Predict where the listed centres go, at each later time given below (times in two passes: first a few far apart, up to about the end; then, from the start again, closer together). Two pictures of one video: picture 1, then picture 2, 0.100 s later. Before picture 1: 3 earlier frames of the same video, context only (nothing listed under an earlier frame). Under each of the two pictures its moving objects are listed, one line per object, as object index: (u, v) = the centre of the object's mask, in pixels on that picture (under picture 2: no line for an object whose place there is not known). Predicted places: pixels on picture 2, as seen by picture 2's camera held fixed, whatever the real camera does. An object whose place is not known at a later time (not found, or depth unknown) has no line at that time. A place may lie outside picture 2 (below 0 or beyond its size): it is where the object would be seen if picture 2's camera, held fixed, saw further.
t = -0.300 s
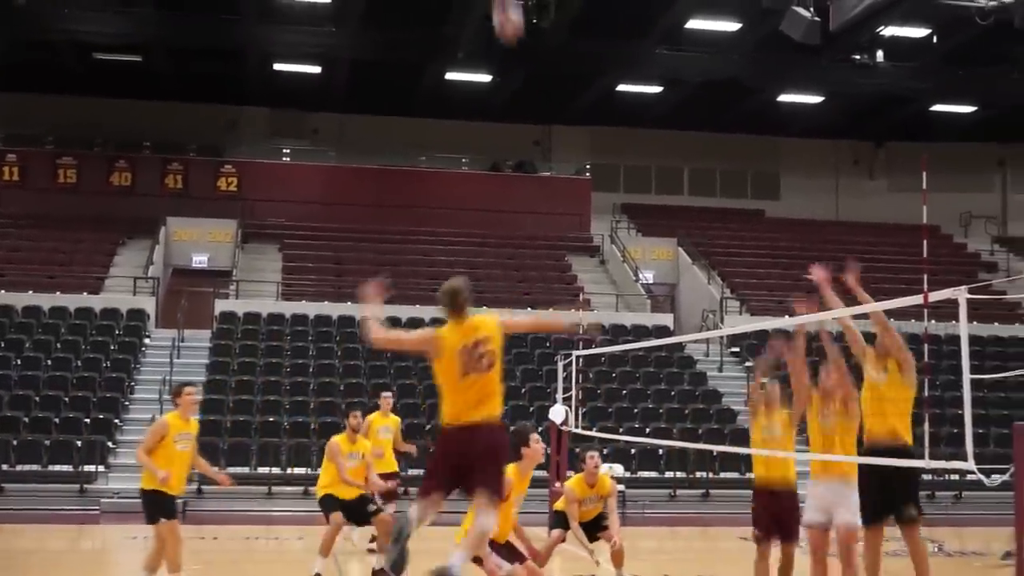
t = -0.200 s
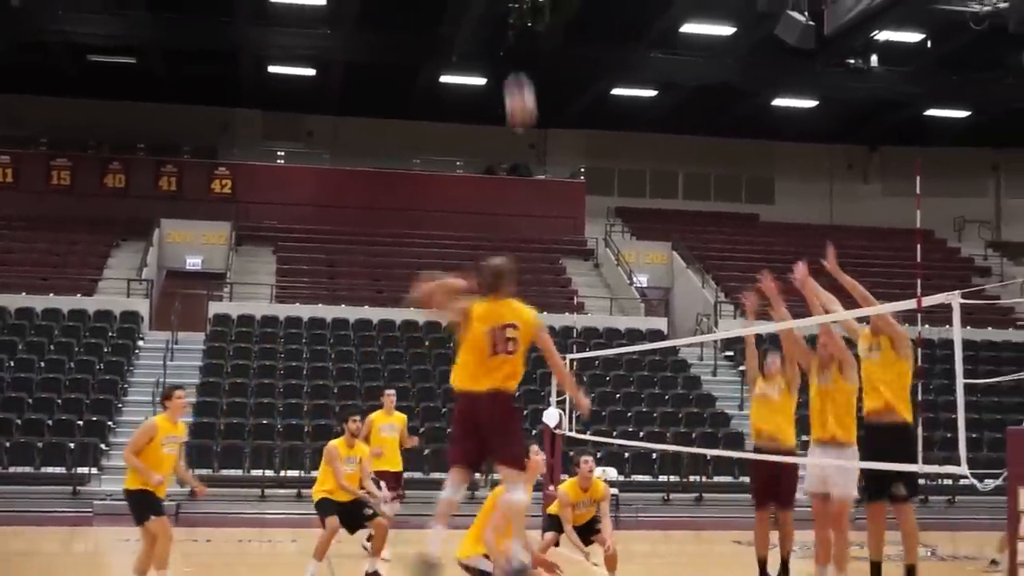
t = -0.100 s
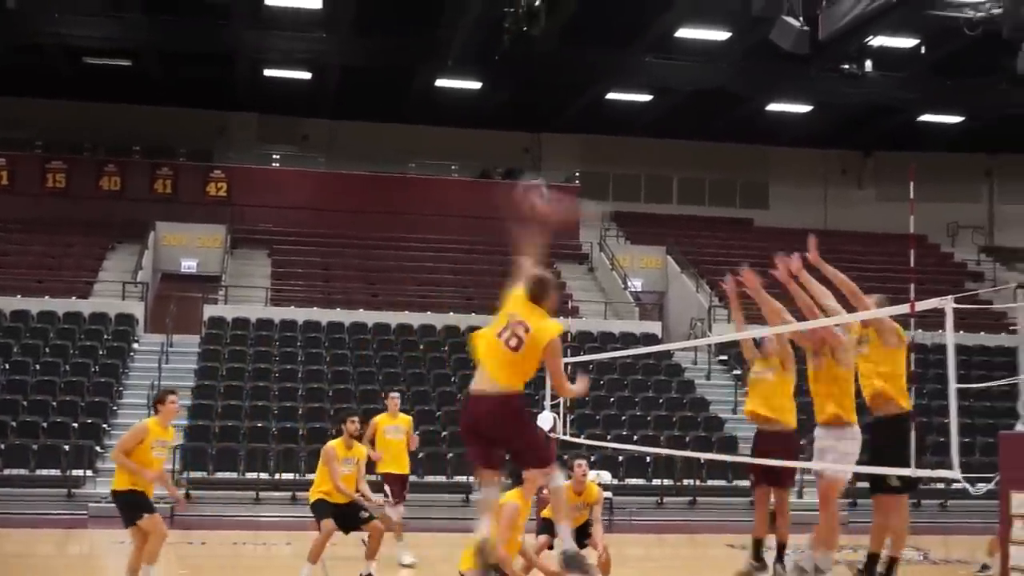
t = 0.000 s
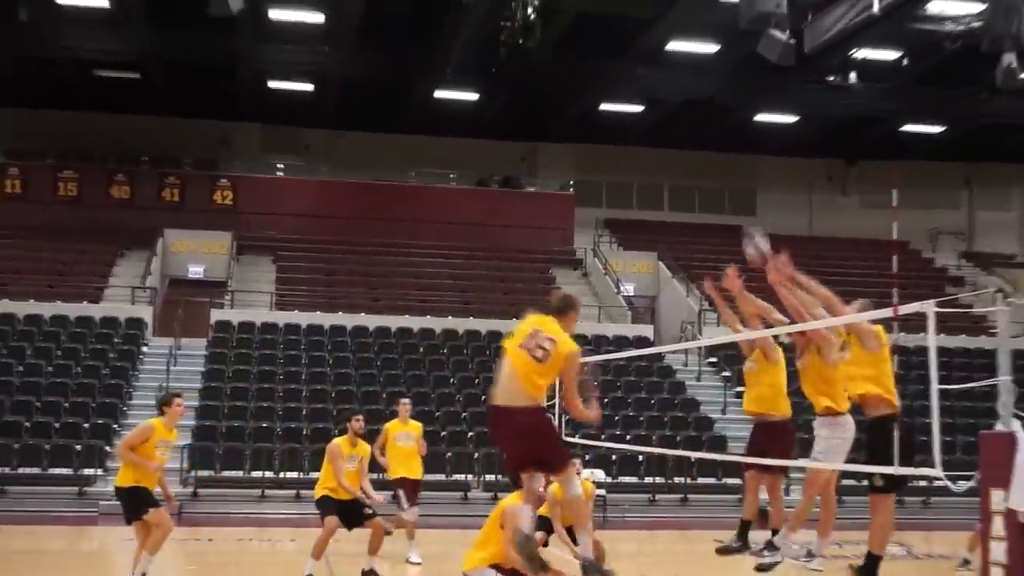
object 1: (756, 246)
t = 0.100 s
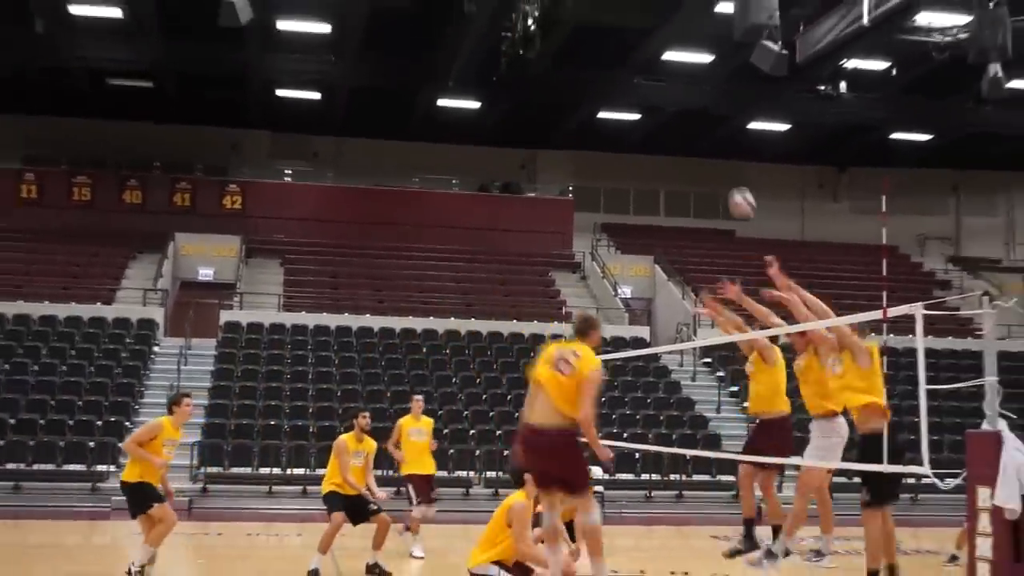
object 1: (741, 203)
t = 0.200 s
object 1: (735, 173)
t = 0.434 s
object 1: (719, 148)
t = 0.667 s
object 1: (709, 178)
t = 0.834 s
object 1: (704, 228)
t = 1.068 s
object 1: (697, 329)
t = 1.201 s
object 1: (697, 406)
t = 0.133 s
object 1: (740, 194)
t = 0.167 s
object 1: (737, 182)
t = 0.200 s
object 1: (735, 173)
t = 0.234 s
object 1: (732, 165)
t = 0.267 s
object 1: (730, 159)
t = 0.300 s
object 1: (727, 154)
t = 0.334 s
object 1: (725, 150)
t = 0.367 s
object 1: (723, 148)
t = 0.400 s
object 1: (721, 148)
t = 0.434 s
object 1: (719, 148)
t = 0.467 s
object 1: (718, 149)
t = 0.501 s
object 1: (717, 151)
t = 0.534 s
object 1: (715, 156)
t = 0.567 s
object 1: (714, 160)
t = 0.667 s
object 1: (709, 178)
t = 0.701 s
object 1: (708, 186)
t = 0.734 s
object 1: (707, 195)
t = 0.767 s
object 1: (706, 205)
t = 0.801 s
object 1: (705, 216)
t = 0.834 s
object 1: (704, 228)
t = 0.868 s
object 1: (703, 241)
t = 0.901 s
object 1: (702, 253)
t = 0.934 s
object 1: (702, 267)
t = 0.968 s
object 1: (701, 282)
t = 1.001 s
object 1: (701, 296)
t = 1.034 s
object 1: (700, 309)
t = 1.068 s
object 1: (697, 329)
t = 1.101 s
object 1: (698, 352)
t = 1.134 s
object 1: (699, 362)
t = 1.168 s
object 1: (697, 386)
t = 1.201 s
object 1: (697, 406)
